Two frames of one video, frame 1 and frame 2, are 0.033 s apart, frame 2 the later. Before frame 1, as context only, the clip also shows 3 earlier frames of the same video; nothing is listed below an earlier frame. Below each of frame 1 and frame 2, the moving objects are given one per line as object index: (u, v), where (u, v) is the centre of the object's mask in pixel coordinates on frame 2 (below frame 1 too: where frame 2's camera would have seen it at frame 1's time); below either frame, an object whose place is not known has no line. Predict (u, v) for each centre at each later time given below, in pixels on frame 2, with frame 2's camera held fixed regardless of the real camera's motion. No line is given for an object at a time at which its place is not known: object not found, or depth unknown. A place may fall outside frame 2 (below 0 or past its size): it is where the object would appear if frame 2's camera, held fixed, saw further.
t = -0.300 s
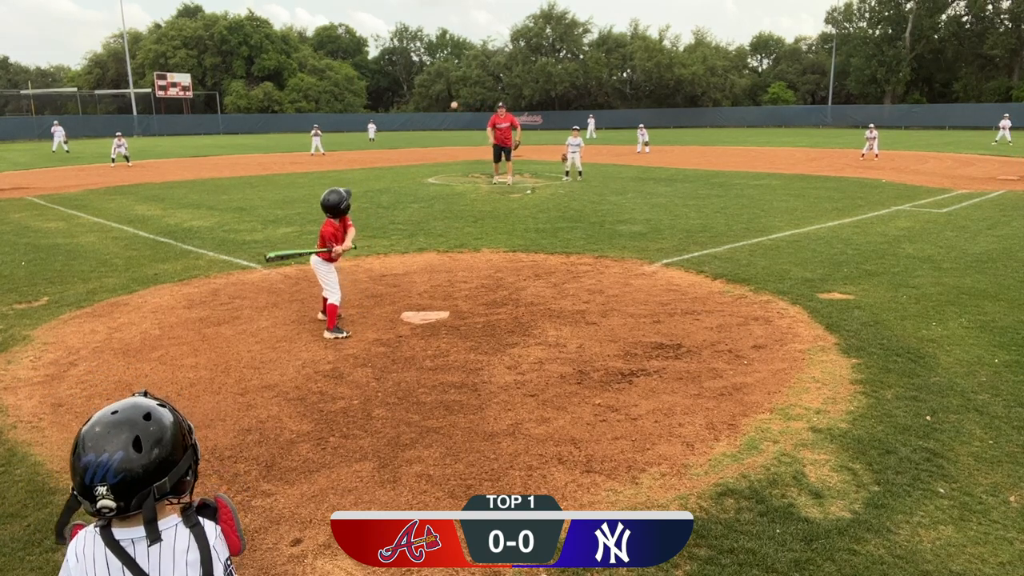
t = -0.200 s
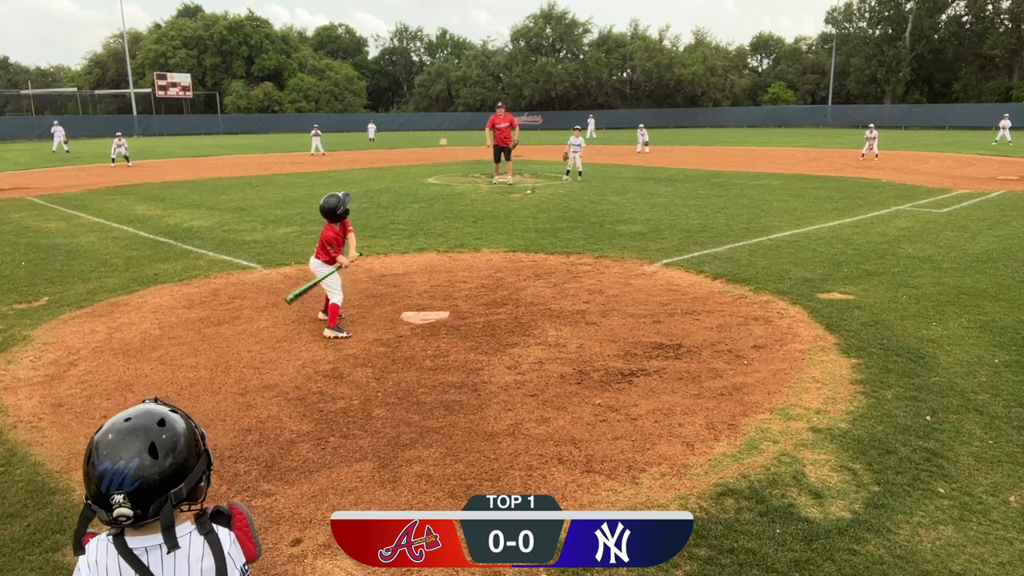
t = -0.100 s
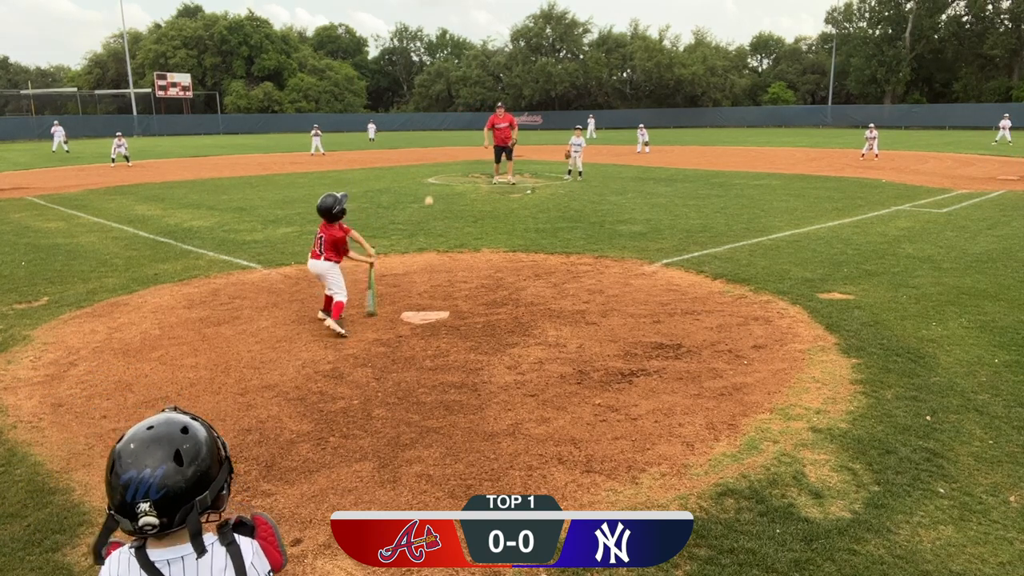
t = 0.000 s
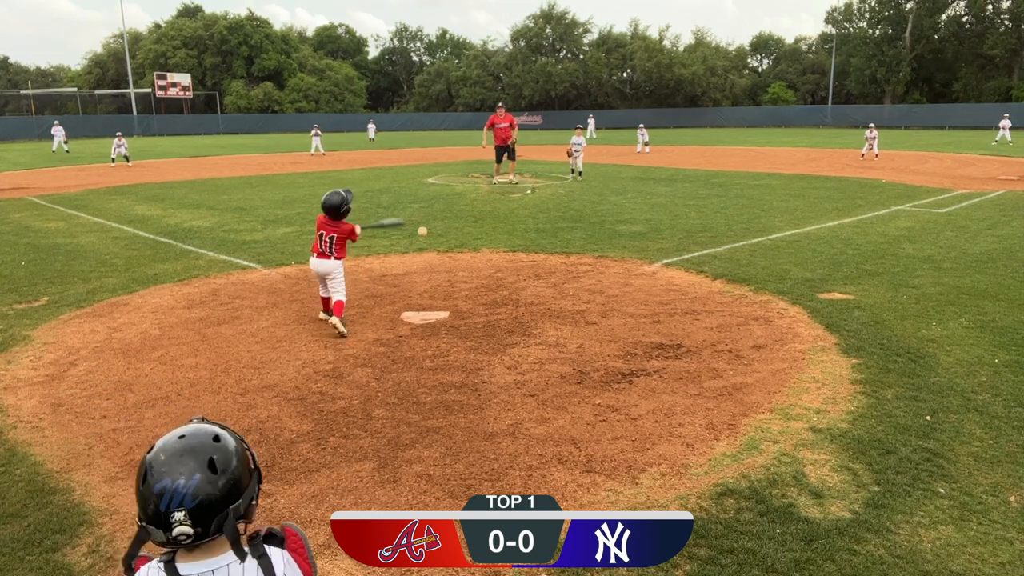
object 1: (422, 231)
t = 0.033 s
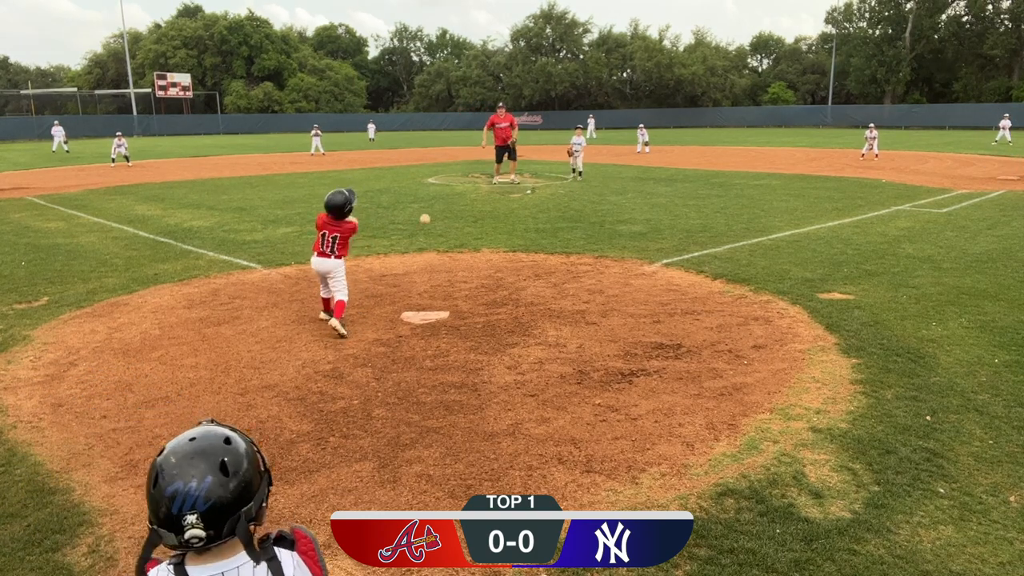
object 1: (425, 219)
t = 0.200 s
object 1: (446, 157)
